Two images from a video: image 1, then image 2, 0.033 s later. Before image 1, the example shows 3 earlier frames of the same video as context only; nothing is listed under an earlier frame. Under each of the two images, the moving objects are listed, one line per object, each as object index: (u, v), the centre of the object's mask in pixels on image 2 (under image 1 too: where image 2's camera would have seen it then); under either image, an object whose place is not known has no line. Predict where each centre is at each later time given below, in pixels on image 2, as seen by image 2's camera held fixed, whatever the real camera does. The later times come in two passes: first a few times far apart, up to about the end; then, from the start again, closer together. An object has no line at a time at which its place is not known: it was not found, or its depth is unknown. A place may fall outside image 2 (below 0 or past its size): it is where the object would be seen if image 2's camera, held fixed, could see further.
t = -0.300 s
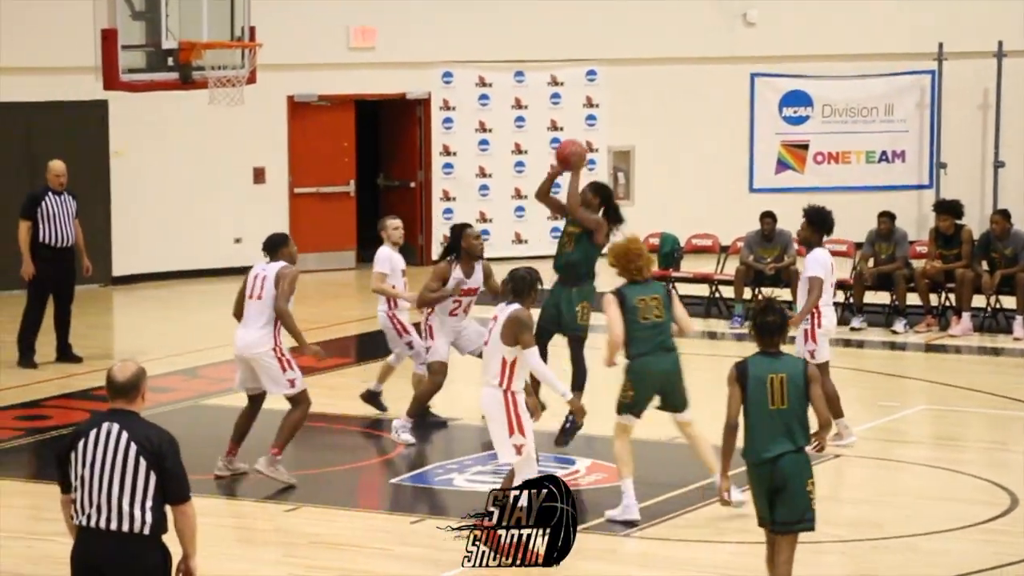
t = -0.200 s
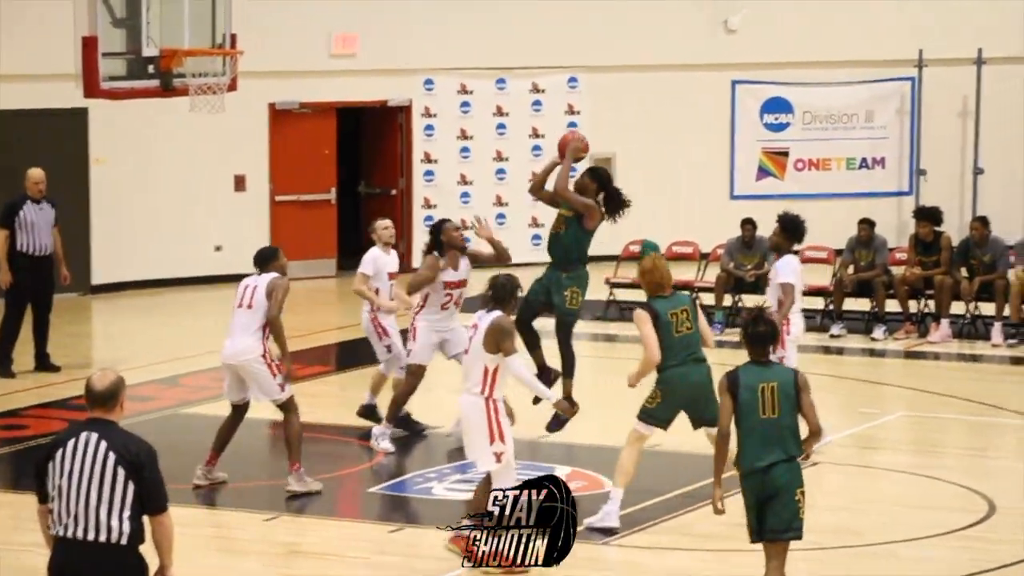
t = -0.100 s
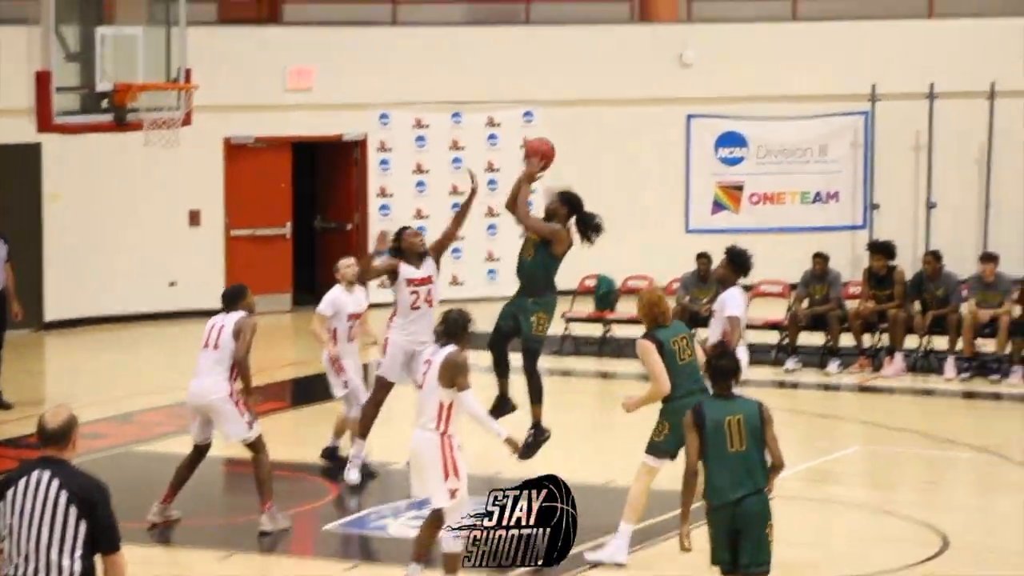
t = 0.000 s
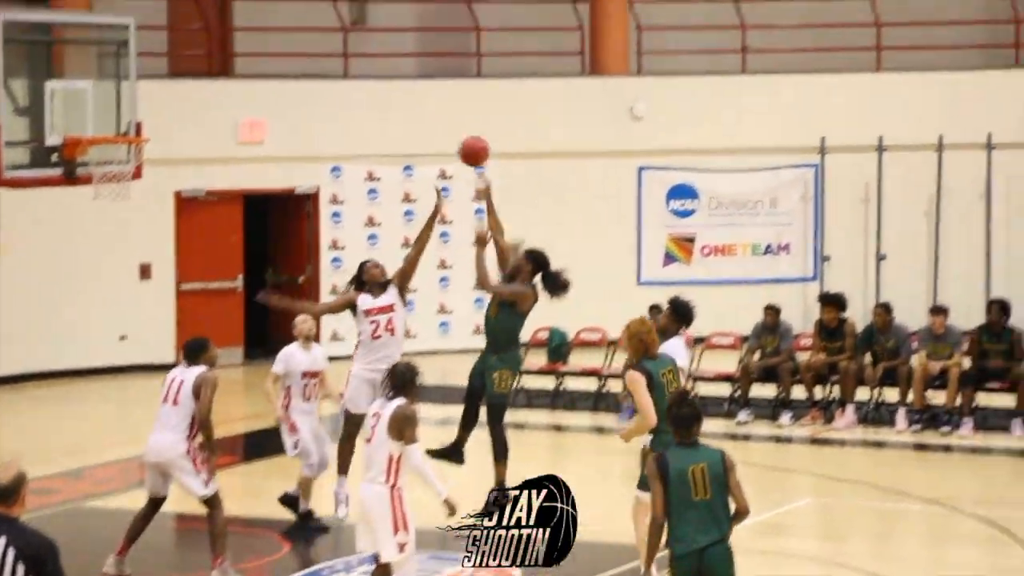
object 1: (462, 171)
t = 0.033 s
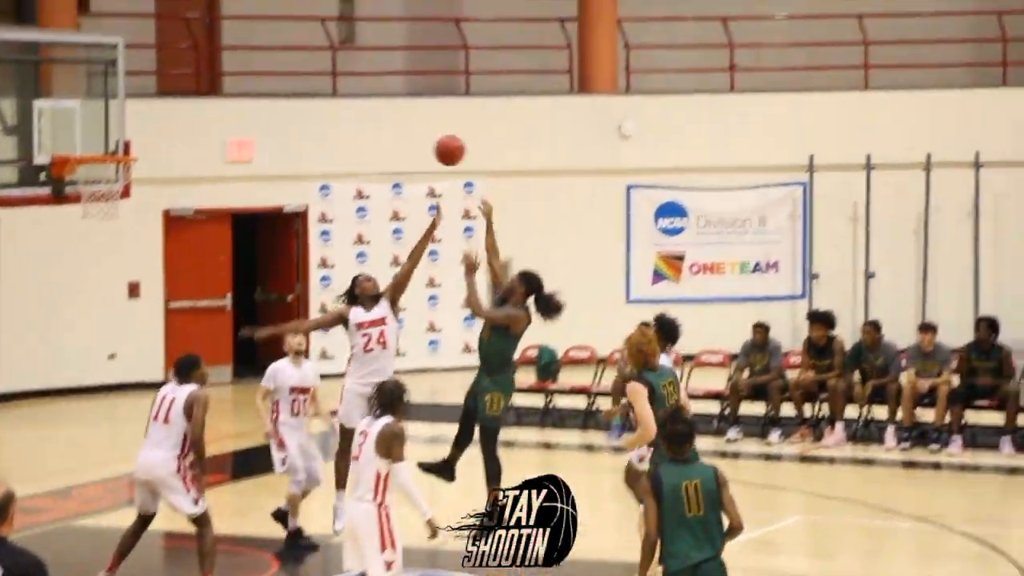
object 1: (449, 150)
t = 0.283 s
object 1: (350, 52)
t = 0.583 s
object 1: (237, 43)
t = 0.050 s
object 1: (442, 140)
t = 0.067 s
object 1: (436, 131)
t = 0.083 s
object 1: (430, 122)
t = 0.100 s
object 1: (424, 114)
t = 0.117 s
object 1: (419, 105)
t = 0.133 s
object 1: (414, 97)
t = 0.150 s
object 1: (407, 91)
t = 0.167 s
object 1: (400, 84)
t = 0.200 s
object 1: (384, 75)
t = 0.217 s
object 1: (379, 69)
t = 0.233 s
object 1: (370, 65)
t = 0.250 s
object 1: (364, 61)
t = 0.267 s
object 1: (357, 57)
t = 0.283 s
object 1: (350, 52)
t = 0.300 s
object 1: (344, 49)
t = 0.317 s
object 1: (338, 45)
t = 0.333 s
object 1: (332, 43)
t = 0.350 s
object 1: (326, 39)
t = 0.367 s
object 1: (320, 37)
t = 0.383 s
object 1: (313, 36)
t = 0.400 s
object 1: (306, 34)
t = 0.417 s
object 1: (299, 34)
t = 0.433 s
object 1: (293, 33)
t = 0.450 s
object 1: (287, 32)
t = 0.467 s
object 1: (281, 32)
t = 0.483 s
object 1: (275, 33)
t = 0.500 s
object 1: (268, 33)
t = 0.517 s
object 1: (262, 35)
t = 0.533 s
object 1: (256, 36)
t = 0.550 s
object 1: (250, 38)
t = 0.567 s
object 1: (243, 41)
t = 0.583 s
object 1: (237, 43)
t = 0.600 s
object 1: (232, 47)
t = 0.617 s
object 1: (226, 50)
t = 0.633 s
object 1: (220, 52)
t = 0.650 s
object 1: (212, 59)
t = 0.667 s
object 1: (206, 63)
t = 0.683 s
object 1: (201, 67)
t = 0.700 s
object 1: (196, 74)
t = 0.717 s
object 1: (190, 78)
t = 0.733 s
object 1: (184, 83)
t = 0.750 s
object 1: (180, 87)
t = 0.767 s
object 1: (174, 94)
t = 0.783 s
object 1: (168, 101)
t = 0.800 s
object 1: (162, 109)
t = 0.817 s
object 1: (157, 115)
